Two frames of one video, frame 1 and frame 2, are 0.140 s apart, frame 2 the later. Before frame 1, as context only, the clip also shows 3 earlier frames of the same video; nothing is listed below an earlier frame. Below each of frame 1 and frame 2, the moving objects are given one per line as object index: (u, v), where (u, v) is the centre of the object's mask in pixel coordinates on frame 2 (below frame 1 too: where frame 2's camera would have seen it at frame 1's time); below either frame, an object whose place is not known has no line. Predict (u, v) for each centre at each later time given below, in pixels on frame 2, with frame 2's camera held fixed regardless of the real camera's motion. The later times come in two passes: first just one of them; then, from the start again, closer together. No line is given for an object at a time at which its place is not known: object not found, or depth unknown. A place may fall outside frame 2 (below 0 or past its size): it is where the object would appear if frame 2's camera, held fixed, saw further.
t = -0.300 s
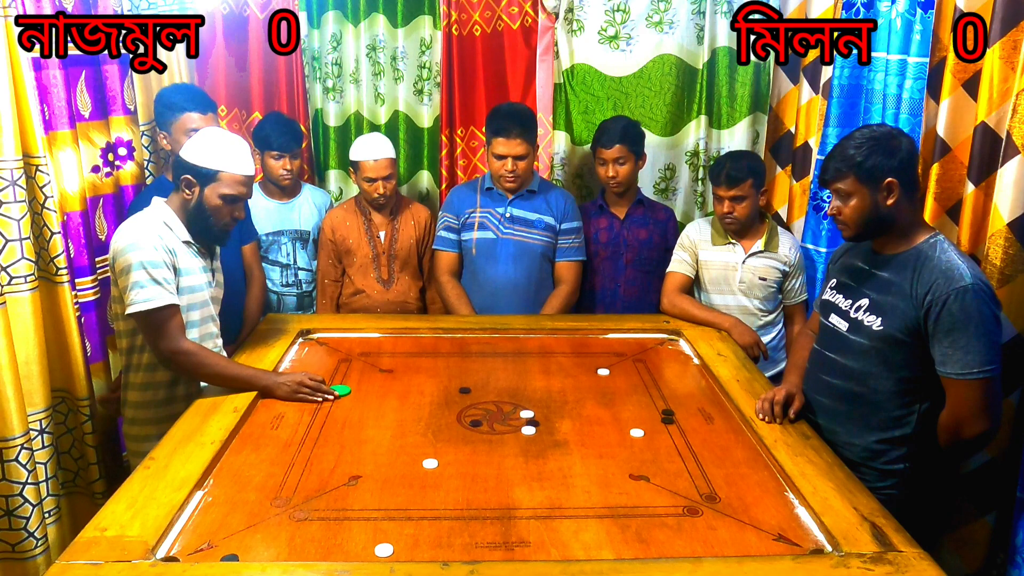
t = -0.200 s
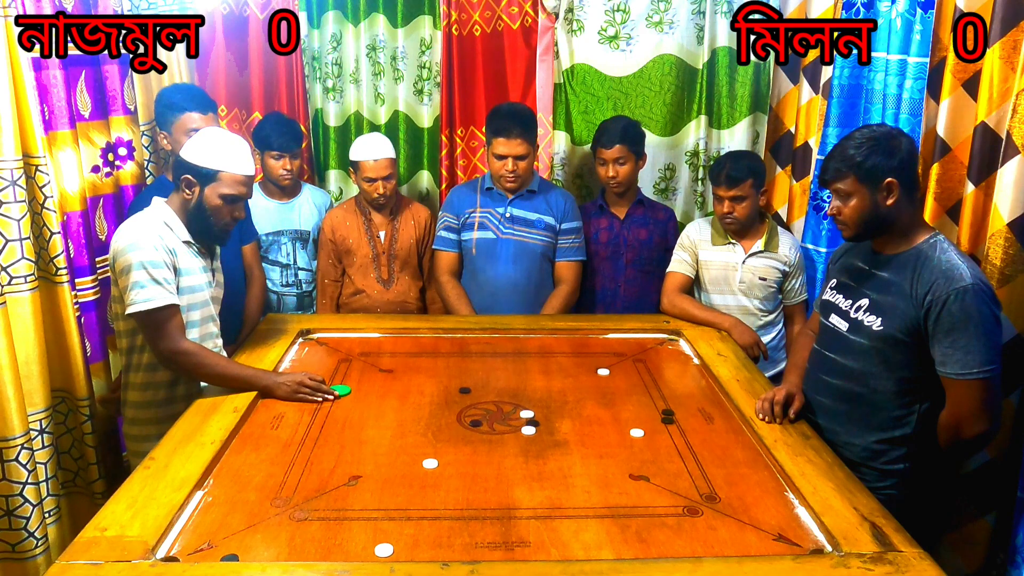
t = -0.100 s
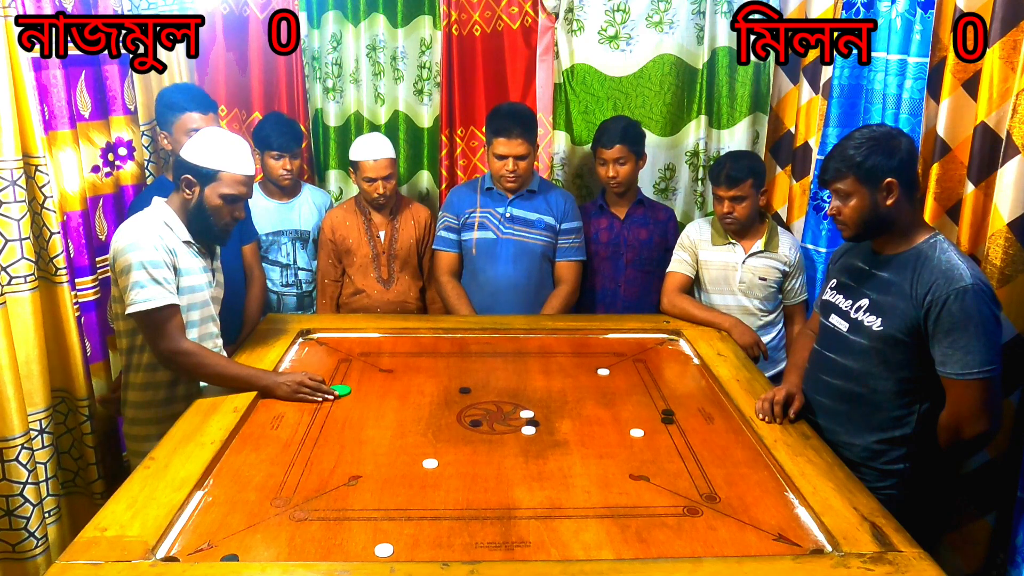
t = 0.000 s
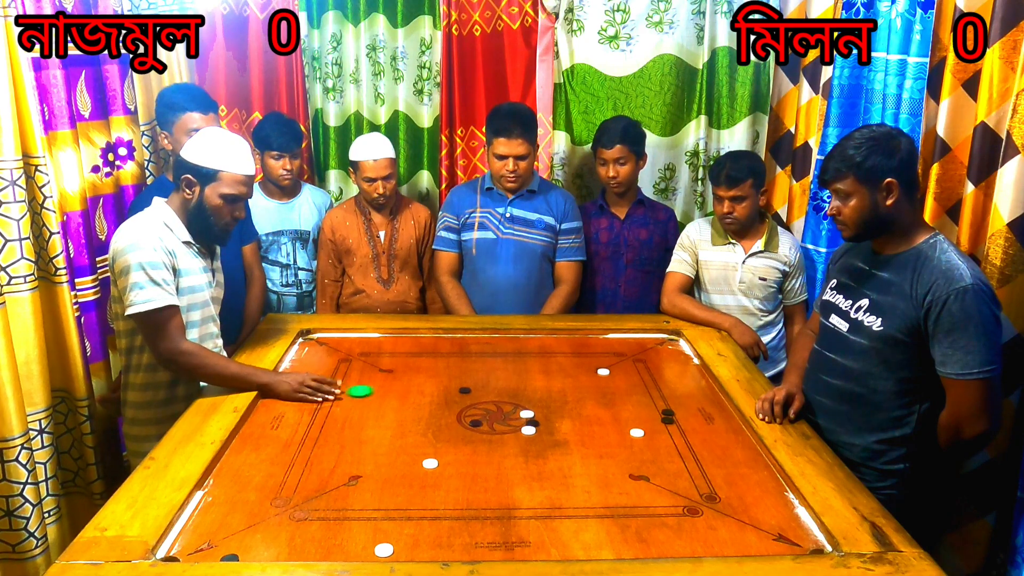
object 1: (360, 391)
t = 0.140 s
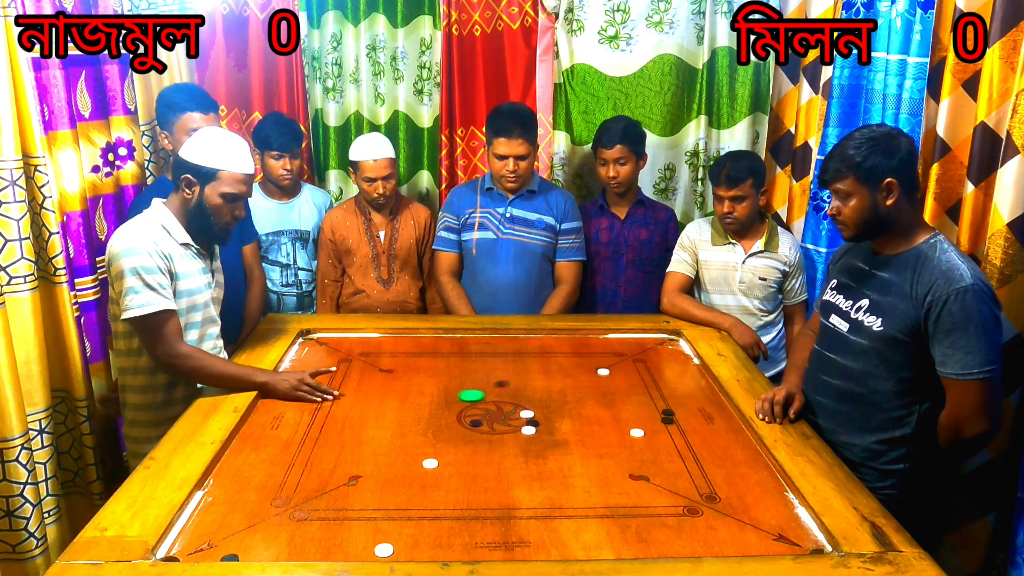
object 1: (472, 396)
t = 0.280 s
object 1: (555, 404)
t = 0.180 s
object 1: (496, 398)
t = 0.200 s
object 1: (508, 399)
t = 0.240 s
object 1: (532, 402)
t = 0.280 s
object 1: (555, 404)
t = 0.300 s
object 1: (567, 405)
